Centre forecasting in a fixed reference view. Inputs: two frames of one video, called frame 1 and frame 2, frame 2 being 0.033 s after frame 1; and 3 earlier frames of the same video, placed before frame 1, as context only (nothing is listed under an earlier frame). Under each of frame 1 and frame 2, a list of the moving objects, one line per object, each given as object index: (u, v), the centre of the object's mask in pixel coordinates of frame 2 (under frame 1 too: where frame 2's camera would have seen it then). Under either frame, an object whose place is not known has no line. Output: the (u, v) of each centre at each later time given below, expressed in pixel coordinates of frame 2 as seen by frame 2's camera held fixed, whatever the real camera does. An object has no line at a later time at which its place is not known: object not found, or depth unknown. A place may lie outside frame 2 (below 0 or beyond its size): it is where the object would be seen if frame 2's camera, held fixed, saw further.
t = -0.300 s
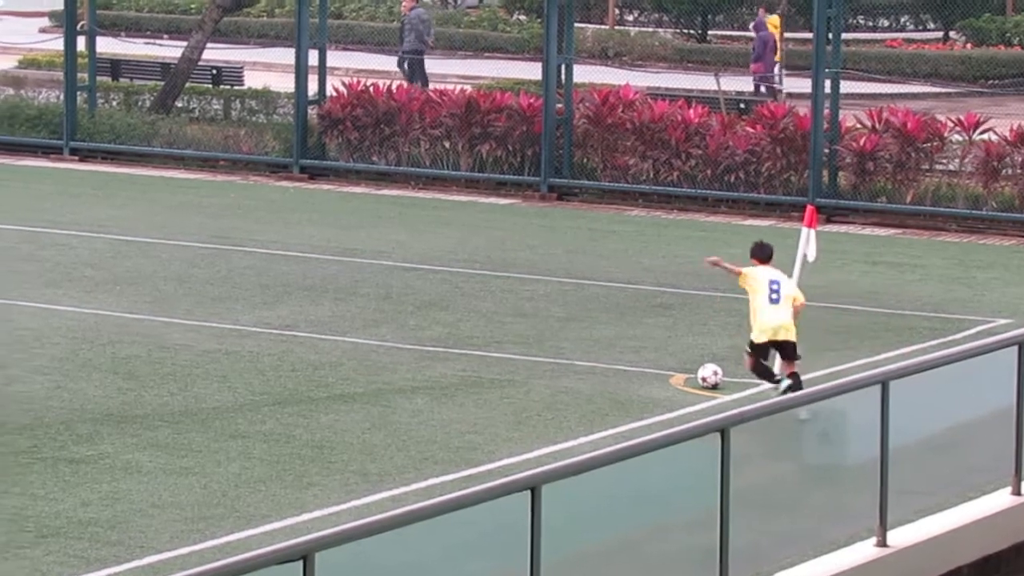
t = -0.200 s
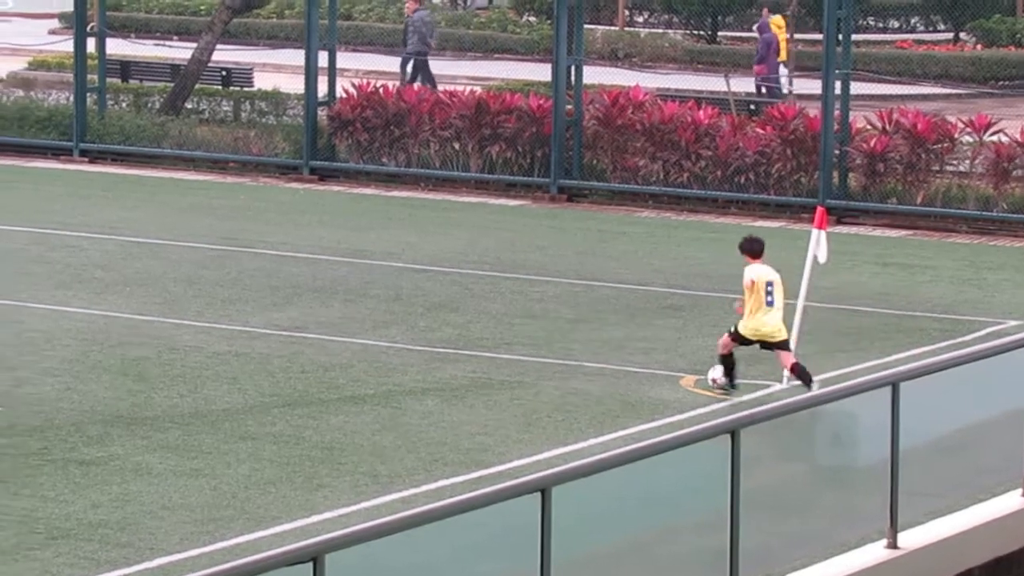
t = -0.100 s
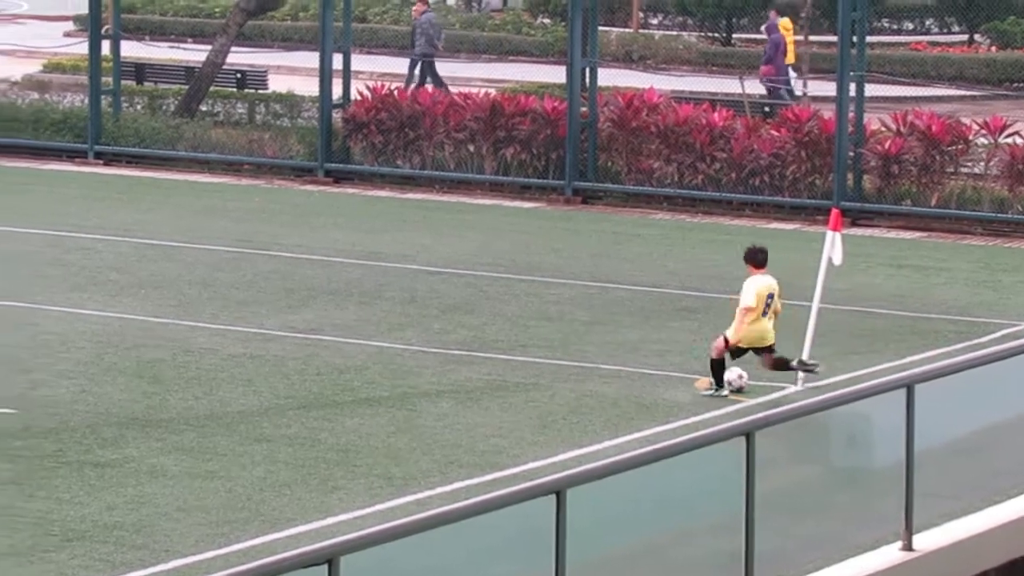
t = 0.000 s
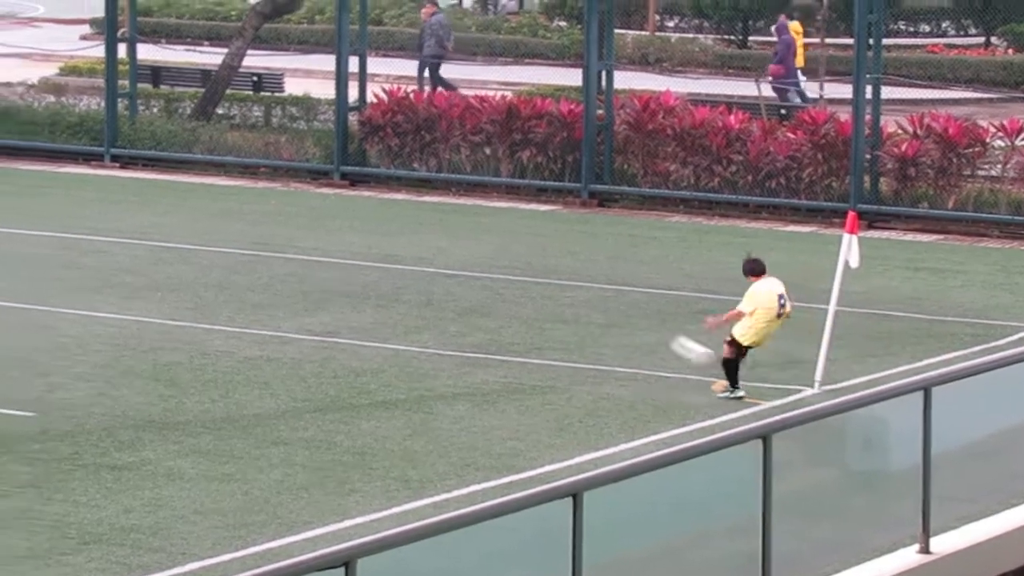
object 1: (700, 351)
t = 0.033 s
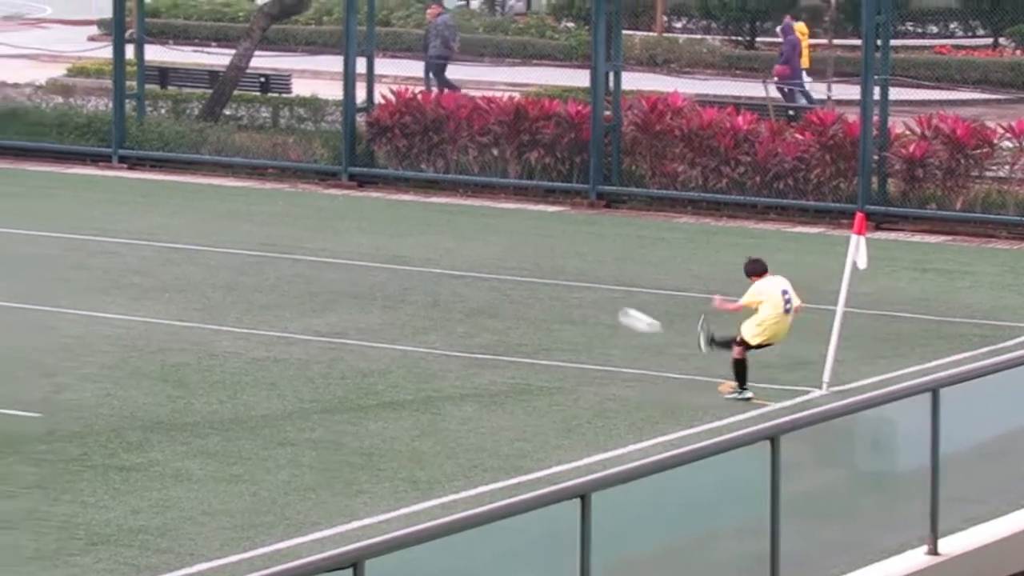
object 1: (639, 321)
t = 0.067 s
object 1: (580, 295)
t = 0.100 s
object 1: (522, 267)
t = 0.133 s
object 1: (465, 242)
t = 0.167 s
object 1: (410, 219)
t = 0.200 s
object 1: (361, 197)
